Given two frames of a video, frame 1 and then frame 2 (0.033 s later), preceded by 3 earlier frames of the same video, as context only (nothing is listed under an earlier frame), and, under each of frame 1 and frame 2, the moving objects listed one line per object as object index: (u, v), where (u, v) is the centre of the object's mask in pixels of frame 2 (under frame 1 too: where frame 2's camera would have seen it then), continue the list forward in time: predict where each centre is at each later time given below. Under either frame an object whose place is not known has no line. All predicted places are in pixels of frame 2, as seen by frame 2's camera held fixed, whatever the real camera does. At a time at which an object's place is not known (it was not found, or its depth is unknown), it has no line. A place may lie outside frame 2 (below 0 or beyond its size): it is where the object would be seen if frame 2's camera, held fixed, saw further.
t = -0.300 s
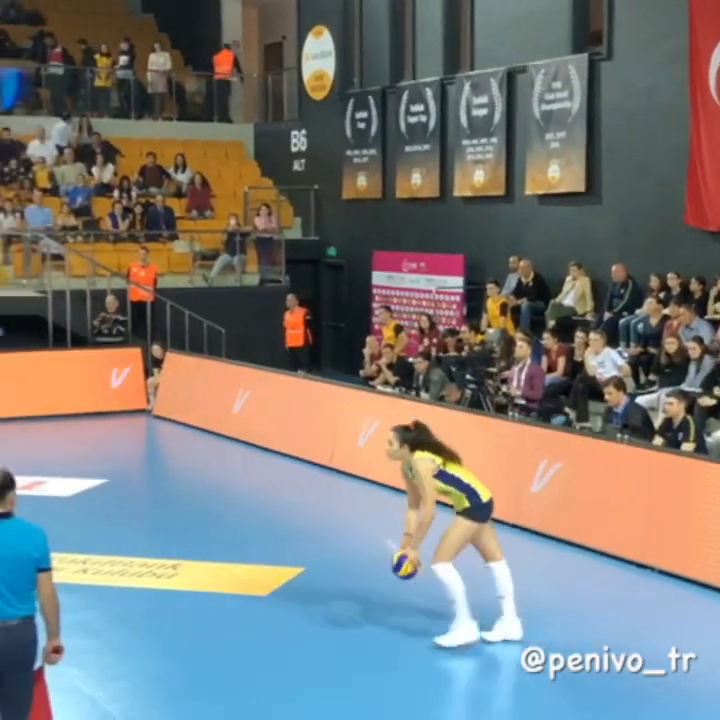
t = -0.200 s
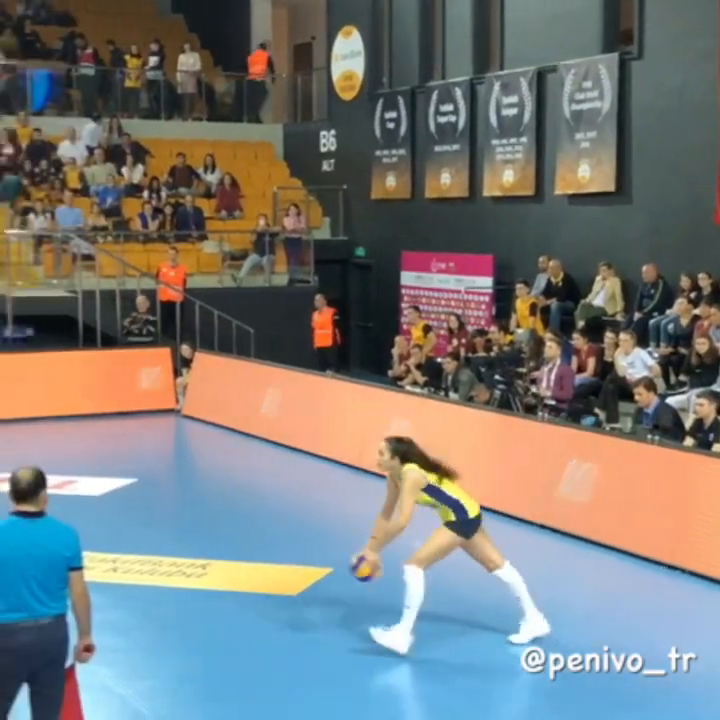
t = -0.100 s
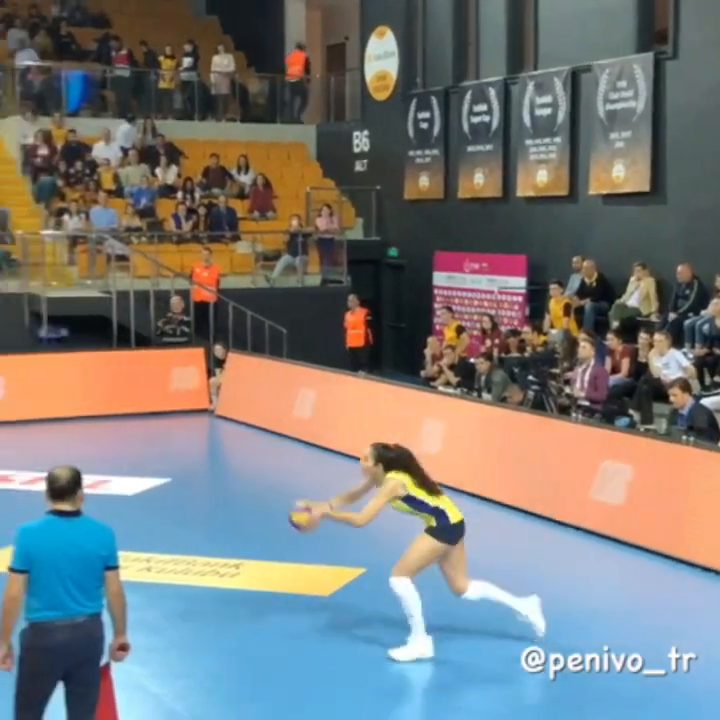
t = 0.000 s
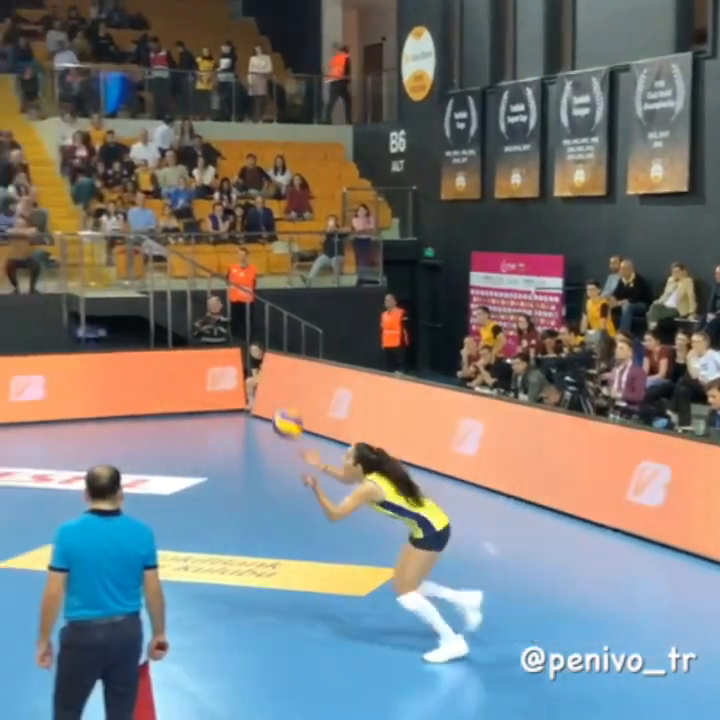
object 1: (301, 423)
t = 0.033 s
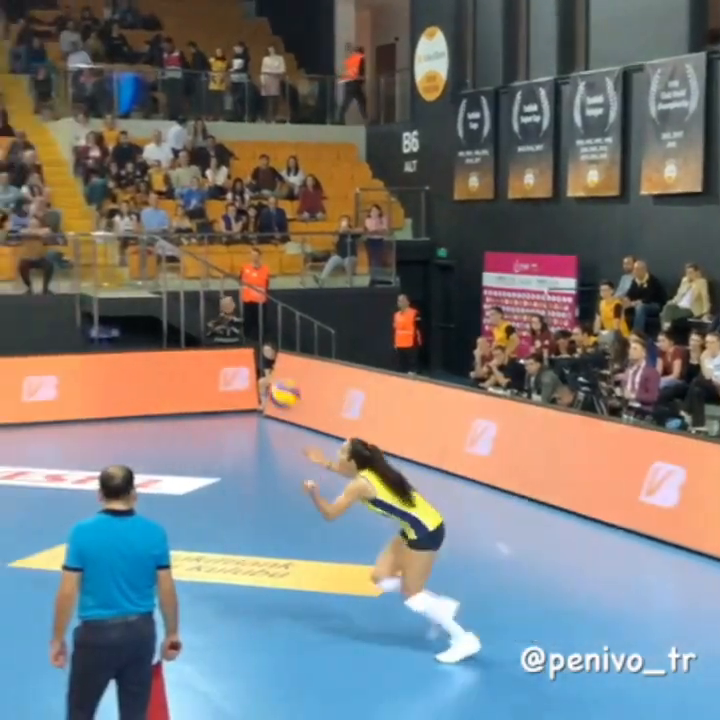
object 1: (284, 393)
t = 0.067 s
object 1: (269, 364)
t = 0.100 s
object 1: (254, 339)
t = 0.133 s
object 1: (239, 315)
